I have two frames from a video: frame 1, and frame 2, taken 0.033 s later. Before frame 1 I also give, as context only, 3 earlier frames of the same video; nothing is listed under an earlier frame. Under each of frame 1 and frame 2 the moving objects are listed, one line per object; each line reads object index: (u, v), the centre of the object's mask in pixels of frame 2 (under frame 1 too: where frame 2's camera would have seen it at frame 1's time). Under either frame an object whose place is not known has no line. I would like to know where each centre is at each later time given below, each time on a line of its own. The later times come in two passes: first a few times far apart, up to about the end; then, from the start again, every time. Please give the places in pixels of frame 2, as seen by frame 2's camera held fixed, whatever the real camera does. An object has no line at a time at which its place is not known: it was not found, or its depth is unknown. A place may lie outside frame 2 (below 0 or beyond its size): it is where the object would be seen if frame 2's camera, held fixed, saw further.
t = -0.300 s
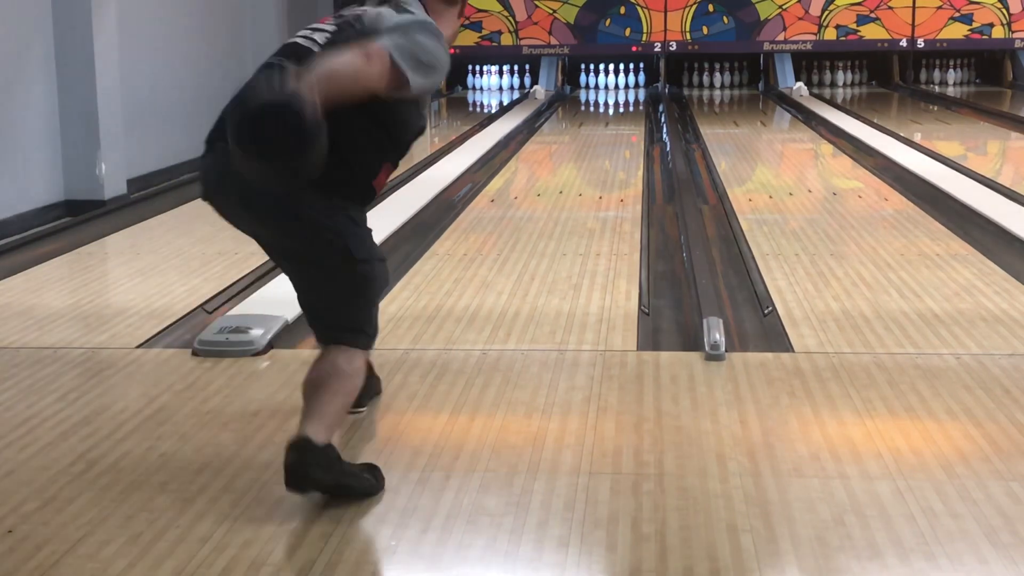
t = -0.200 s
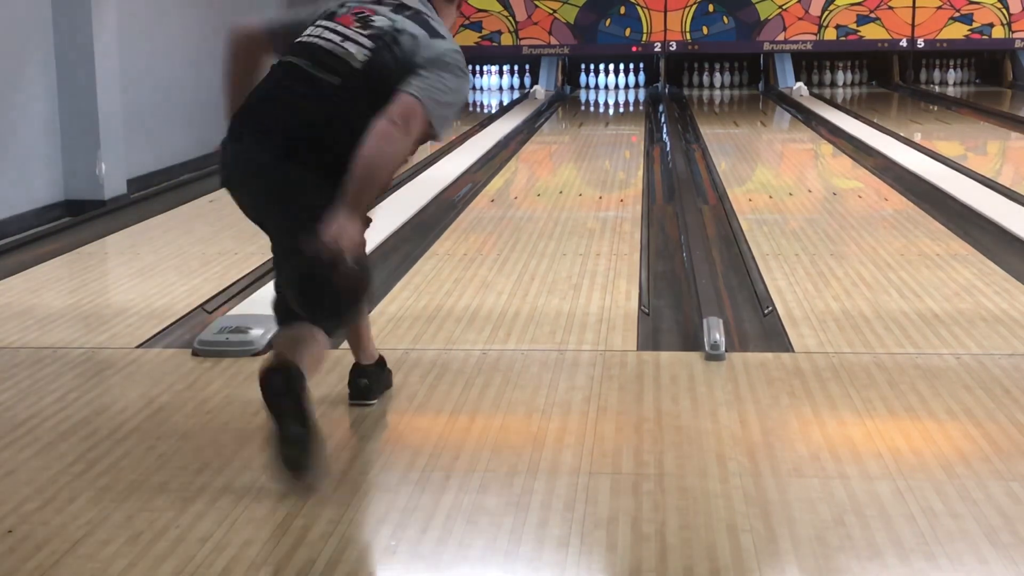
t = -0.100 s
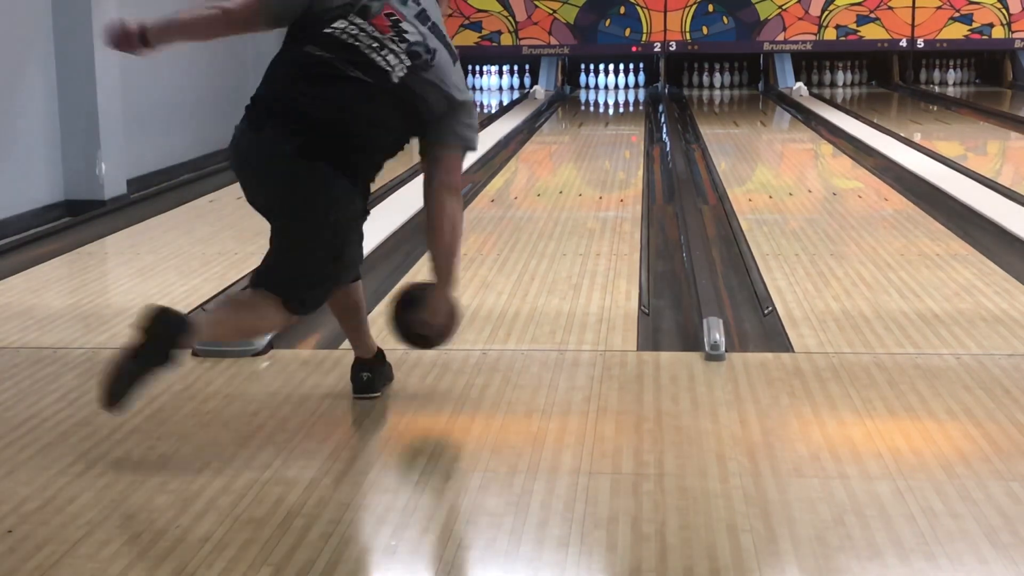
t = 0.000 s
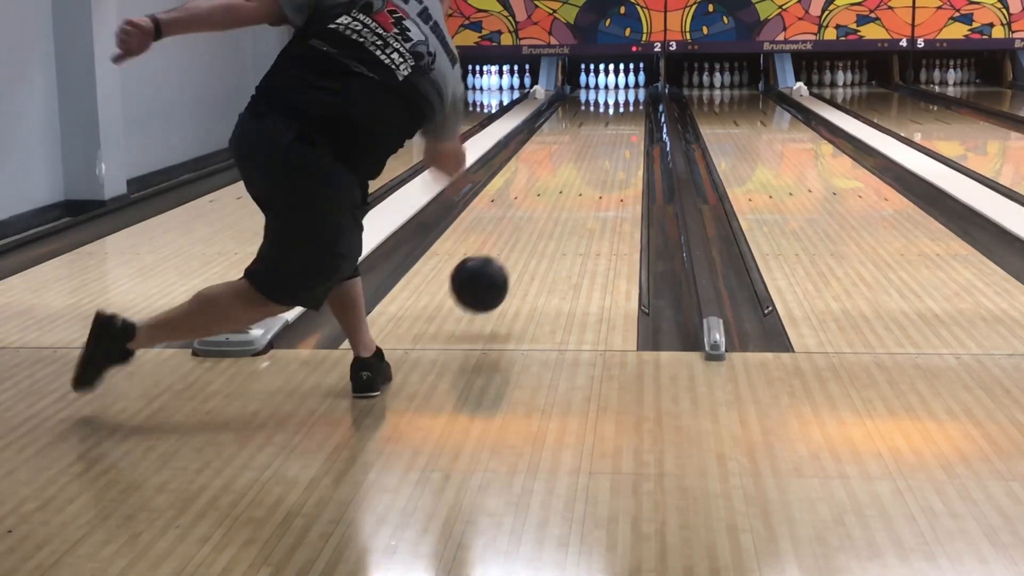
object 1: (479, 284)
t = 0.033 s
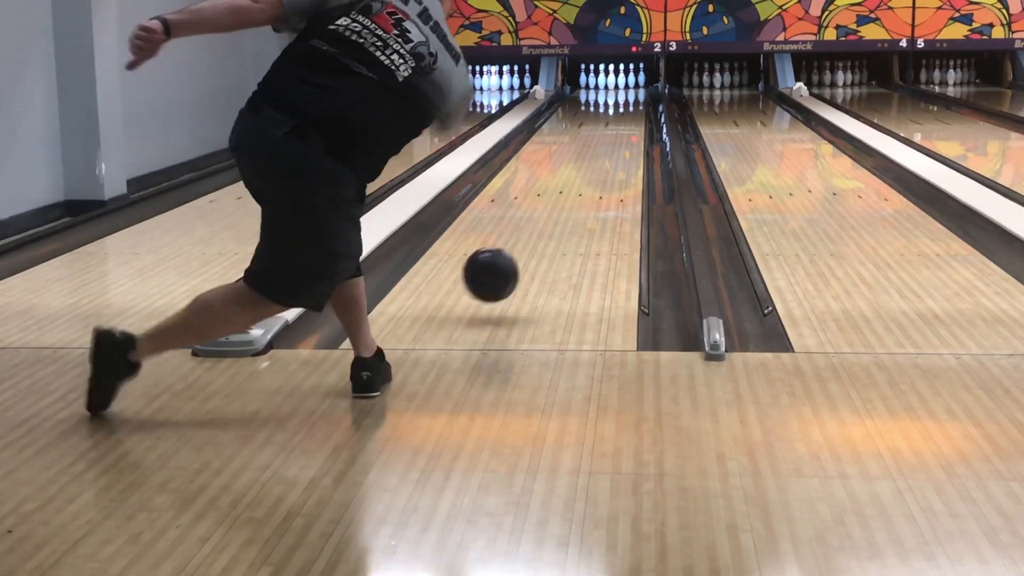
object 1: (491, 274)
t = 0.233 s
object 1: (541, 230)
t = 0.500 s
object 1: (578, 179)
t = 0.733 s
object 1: (598, 151)
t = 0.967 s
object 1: (611, 131)
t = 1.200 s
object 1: (619, 117)
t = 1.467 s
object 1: (624, 104)
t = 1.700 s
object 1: (625, 95)
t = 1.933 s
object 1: (623, 88)
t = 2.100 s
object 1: (619, 85)
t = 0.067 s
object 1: (501, 269)
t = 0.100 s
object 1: (511, 266)
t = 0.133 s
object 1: (519, 256)
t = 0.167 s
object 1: (526, 242)
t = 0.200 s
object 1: (533, 236)
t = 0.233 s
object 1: (541, 230)
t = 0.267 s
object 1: (546, 221)
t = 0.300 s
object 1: (552, 215)
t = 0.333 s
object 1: (557, 208)
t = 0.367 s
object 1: (562, 201)
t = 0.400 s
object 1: (566, 195)
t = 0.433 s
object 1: (571, 189)
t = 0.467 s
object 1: (575, 184)
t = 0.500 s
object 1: (578, 179)
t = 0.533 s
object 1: (582, 174)
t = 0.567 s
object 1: (585, 170)
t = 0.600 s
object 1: (588, 166)
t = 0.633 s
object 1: (591, 162)
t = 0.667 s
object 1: (593, 158)
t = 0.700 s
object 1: (596, 155)
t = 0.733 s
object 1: (598, 151)
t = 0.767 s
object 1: (601, 148)
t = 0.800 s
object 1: (603, 145)
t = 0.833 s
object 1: (605, 142)
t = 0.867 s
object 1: (606, 139)
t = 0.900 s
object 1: (608, 136)
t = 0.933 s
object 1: (610, 134)
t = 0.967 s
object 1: (611, 131)
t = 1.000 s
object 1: (612, 129)
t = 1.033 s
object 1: (614, 127)
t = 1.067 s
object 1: (615, 124)
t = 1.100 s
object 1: (616, 122)
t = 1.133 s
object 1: (617, 121)
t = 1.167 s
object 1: (618, 118)
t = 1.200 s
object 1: (619, 117)
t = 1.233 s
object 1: (620, 115)
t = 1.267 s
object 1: (620, 114)
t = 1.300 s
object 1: (622, 111)
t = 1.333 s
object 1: (622, 110)
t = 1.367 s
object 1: (623, 108)
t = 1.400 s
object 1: (624, 107)
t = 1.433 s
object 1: (624, 105)
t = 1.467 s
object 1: (624, 104)
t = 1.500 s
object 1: (624, 103)
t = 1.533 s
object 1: (624, 101)
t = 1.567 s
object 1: (624, 100)
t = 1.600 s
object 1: (624, 99)
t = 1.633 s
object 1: (624, 98)
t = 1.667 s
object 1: (625, 96)
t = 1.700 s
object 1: (625, 95)
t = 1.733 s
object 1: (625, 94)
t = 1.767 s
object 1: (624, 93)
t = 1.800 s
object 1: (624, 92)
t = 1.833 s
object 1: (624, 91)
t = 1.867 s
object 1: (623, 90)
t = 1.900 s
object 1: (623, 89)
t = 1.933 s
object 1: (623, 88)
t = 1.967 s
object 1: (622, 88)
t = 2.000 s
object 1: (621, 87)
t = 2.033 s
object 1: (620, 86)
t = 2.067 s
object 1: (620, 86)
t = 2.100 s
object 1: (619, 85)
